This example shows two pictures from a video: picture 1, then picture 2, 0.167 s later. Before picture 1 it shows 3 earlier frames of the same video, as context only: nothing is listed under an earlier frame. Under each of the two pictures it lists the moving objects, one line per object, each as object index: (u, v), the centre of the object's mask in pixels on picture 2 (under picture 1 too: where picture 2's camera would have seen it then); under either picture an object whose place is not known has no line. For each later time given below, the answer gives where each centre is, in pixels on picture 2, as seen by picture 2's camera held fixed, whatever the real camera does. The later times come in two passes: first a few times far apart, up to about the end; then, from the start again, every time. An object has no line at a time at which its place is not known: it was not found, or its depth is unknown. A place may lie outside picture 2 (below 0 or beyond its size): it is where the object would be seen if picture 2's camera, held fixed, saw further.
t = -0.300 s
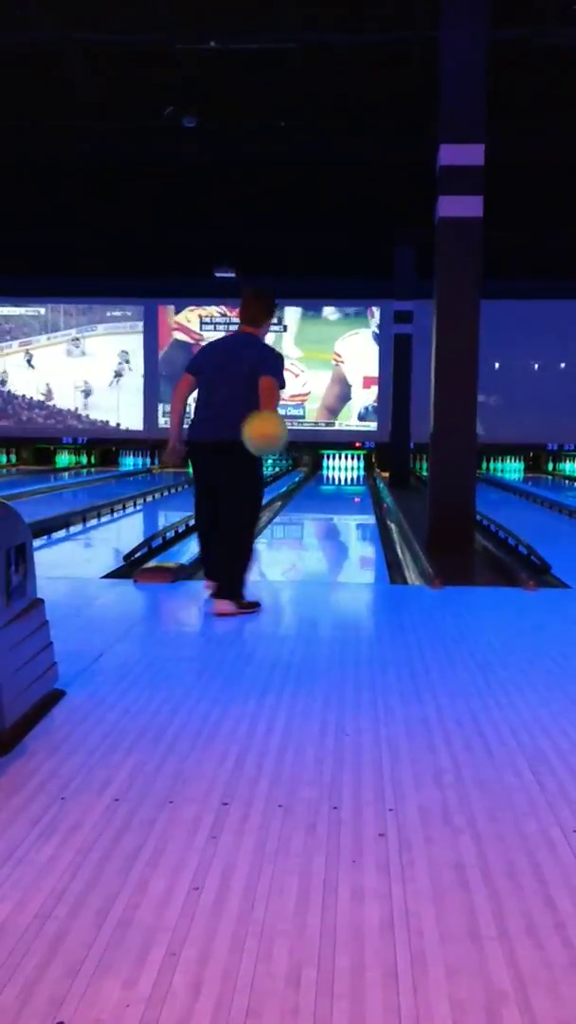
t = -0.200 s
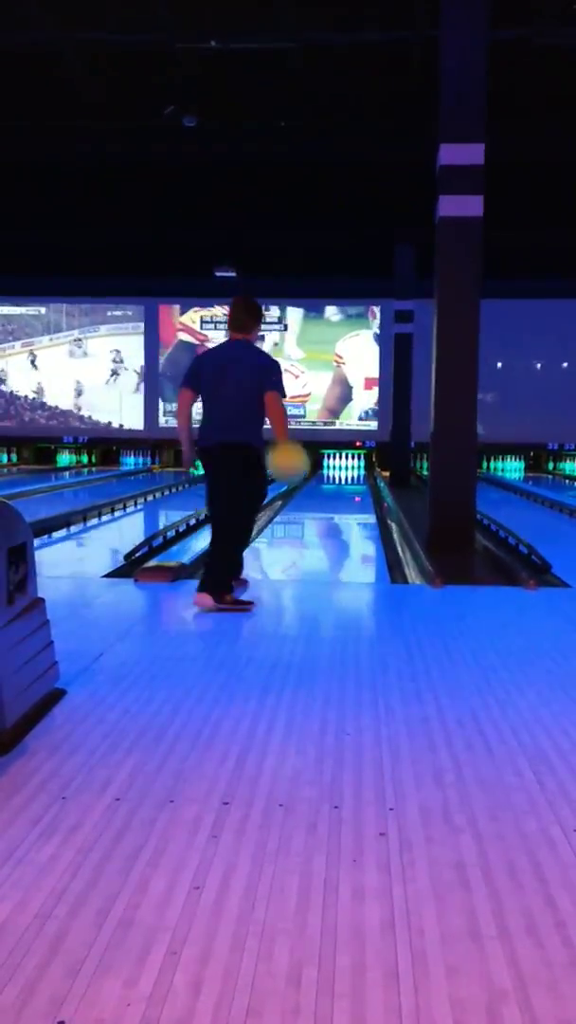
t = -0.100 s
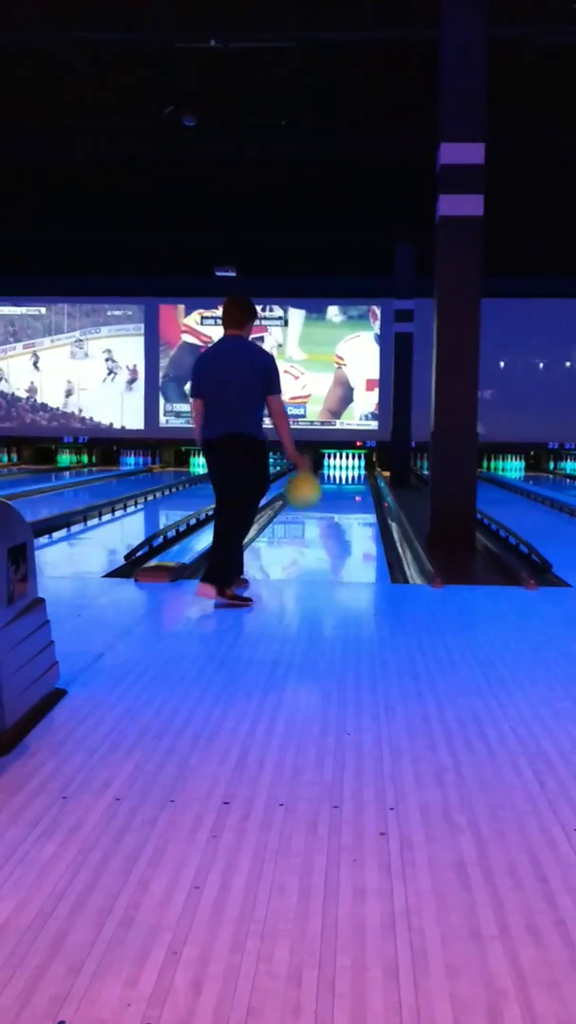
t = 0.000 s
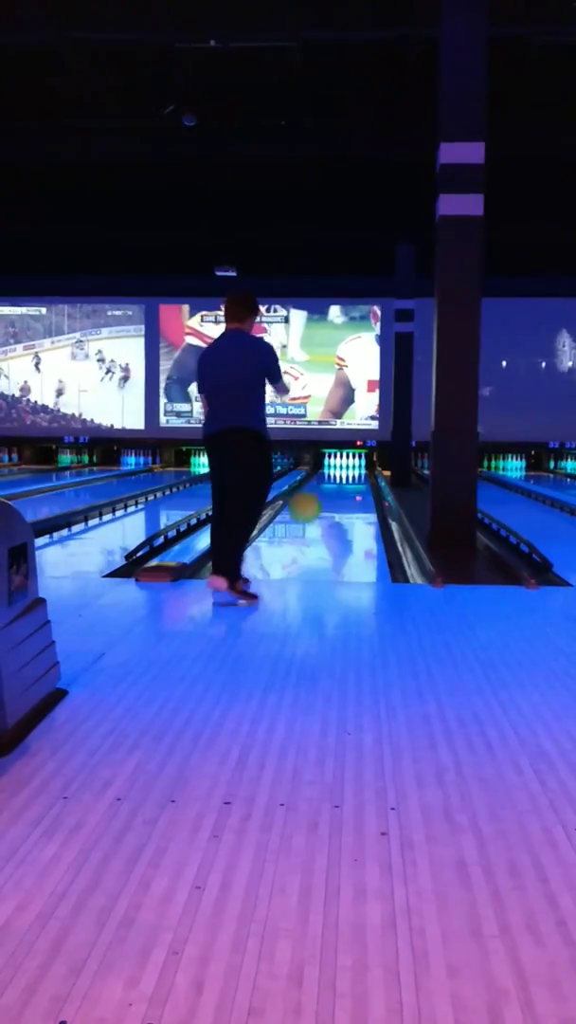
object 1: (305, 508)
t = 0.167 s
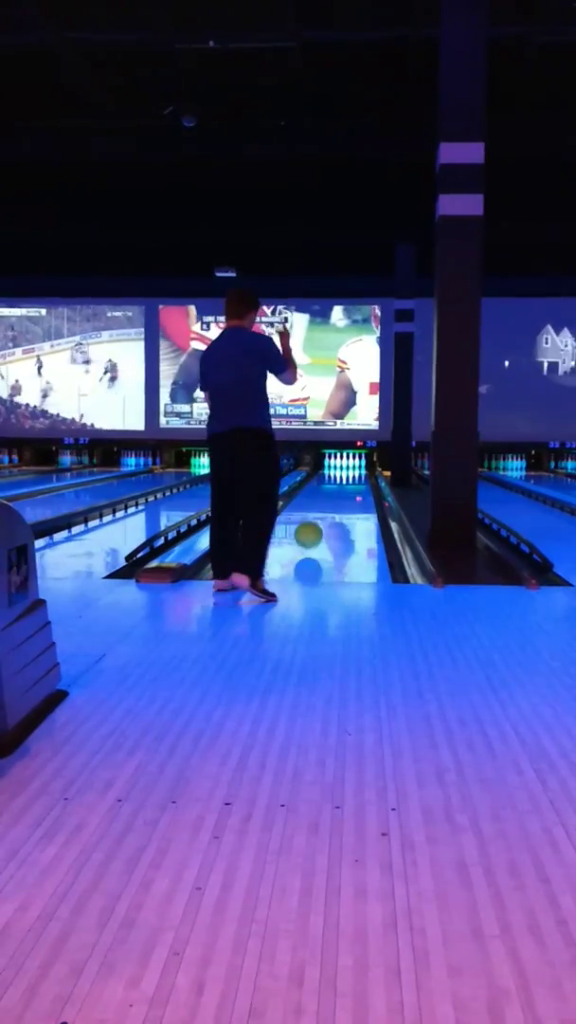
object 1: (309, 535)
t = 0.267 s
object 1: (310, 526)
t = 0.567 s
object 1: (312, 510)
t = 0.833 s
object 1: (314, 499)
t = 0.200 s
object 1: (309, 530)
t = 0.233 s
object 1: (309, 527)
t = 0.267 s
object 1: (310, 526)
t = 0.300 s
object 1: (310, 525)
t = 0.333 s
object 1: (311, 524)
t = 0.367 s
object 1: (311, 522)
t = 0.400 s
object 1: (311, 520)
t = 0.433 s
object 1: (311, 519)
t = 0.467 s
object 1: (312, 516)
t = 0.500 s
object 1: (312, 514)
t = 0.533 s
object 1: (312, 512)
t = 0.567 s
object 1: (312, 510)
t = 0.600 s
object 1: (313, 508)
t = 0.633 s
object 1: (313, 507)
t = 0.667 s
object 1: (313, 505)
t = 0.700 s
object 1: (314, 504)
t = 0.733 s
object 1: (314, 503)
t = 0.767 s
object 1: (314, 501)
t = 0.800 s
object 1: (314, 500)
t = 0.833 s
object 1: (314, 499)
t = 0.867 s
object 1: (315, 497)
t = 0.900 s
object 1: (314, 496)
